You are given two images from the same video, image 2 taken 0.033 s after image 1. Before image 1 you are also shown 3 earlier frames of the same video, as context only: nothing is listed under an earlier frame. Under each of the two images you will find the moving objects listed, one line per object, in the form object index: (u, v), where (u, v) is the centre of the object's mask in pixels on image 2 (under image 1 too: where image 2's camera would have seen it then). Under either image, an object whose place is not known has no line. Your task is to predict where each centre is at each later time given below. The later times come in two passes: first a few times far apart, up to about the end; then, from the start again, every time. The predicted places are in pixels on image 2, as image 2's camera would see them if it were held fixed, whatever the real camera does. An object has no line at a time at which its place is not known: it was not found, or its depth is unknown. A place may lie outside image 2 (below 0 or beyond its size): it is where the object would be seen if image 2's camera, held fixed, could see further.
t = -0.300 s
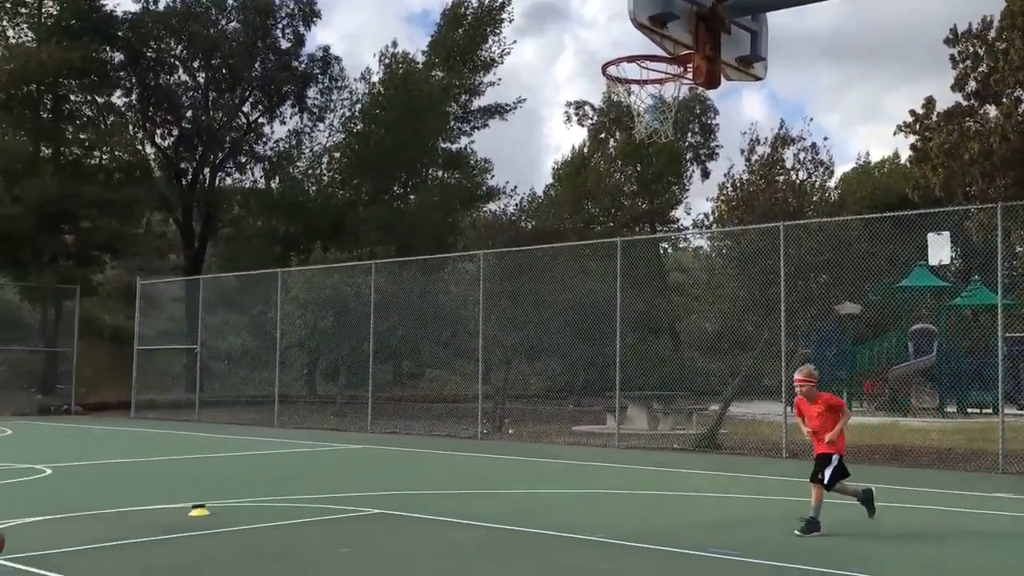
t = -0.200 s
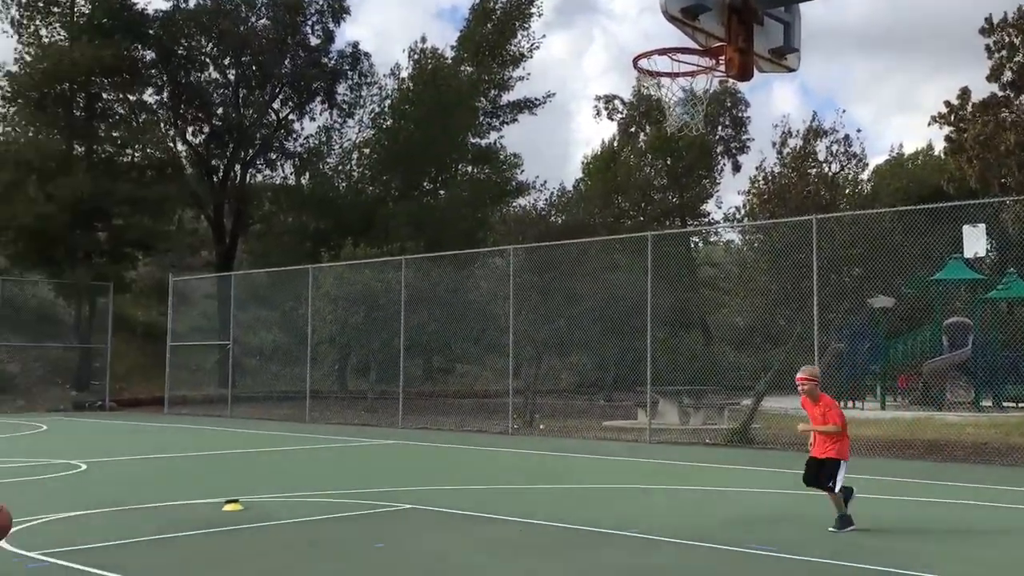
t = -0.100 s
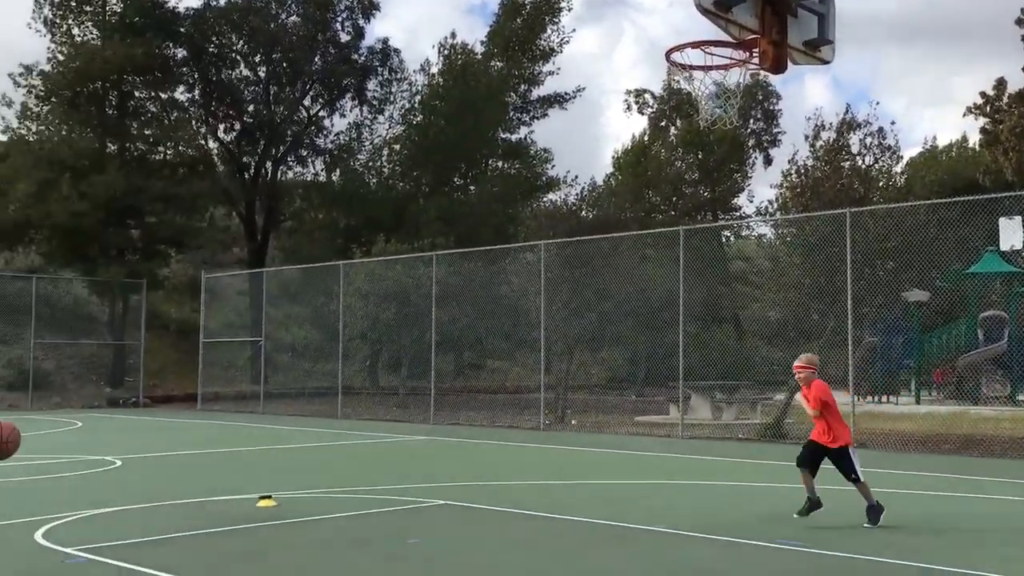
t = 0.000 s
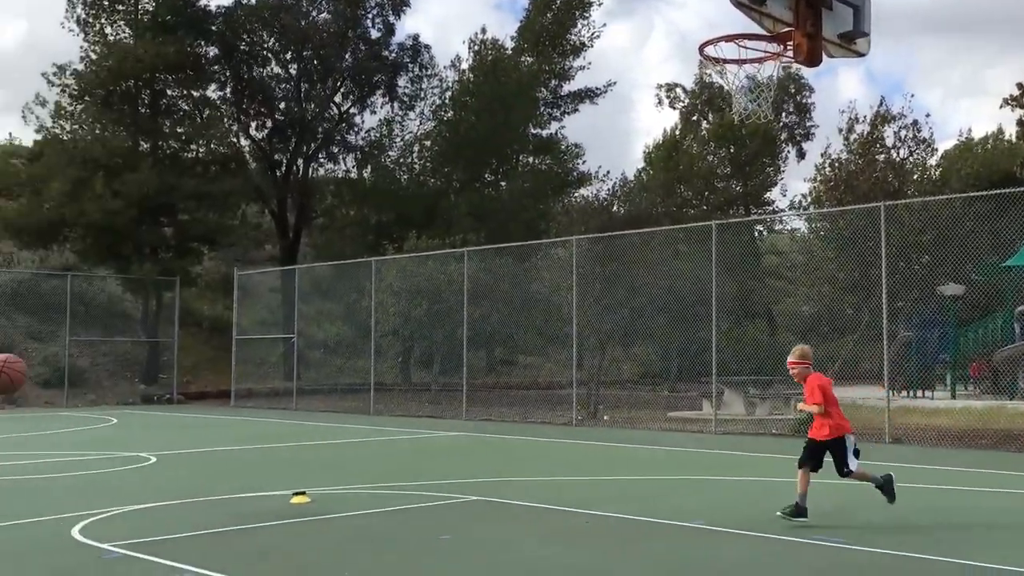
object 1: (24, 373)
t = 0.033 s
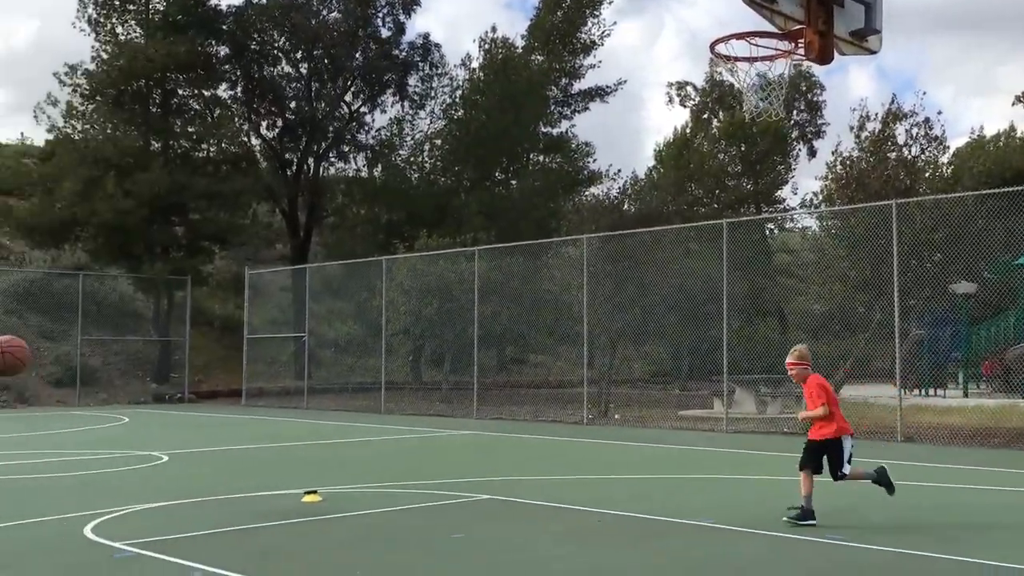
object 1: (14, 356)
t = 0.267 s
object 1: (-67, 289)
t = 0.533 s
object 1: (-154, 332)
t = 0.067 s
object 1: (2, 340)
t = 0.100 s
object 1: (-10, 327)
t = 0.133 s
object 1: (-21, 315)
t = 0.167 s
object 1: (-32, 306)
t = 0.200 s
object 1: (-44, 298)
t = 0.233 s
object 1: (-56, 293)
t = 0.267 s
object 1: (-67, 289)
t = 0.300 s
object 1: (-78, 288)
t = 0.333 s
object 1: (-88, 288)
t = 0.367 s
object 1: (-100, 290)
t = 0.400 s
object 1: (-110, 295)
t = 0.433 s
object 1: (-121, 300)
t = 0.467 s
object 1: (-132, 309)
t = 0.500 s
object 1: (-142, 319)
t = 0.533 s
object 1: (-154, 332)
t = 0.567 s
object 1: (-166, 346)
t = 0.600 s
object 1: (-179, 363)
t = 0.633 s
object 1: (-190, 382)
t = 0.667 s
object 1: (-202, 404)
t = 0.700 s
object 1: (-217, 427)
